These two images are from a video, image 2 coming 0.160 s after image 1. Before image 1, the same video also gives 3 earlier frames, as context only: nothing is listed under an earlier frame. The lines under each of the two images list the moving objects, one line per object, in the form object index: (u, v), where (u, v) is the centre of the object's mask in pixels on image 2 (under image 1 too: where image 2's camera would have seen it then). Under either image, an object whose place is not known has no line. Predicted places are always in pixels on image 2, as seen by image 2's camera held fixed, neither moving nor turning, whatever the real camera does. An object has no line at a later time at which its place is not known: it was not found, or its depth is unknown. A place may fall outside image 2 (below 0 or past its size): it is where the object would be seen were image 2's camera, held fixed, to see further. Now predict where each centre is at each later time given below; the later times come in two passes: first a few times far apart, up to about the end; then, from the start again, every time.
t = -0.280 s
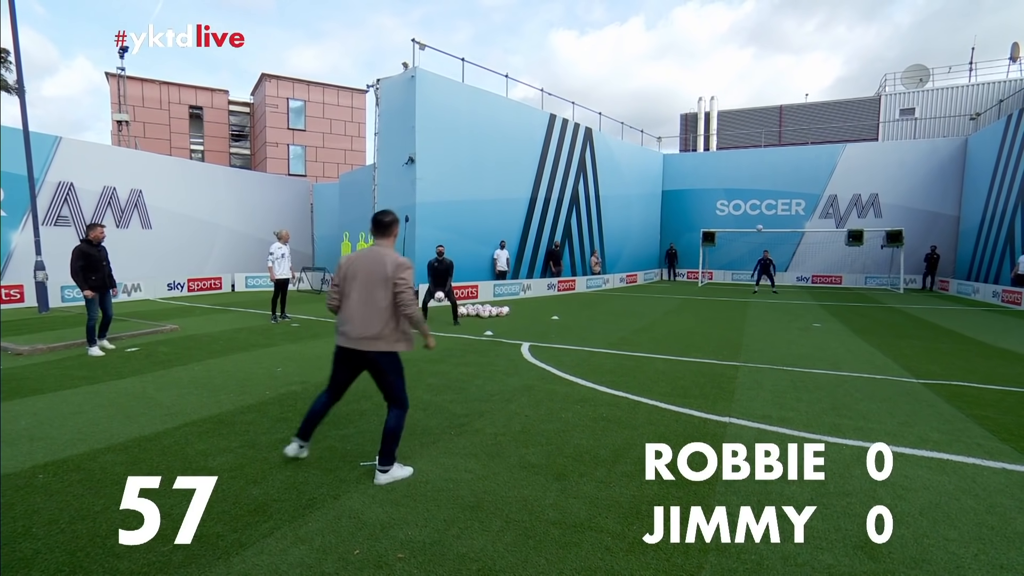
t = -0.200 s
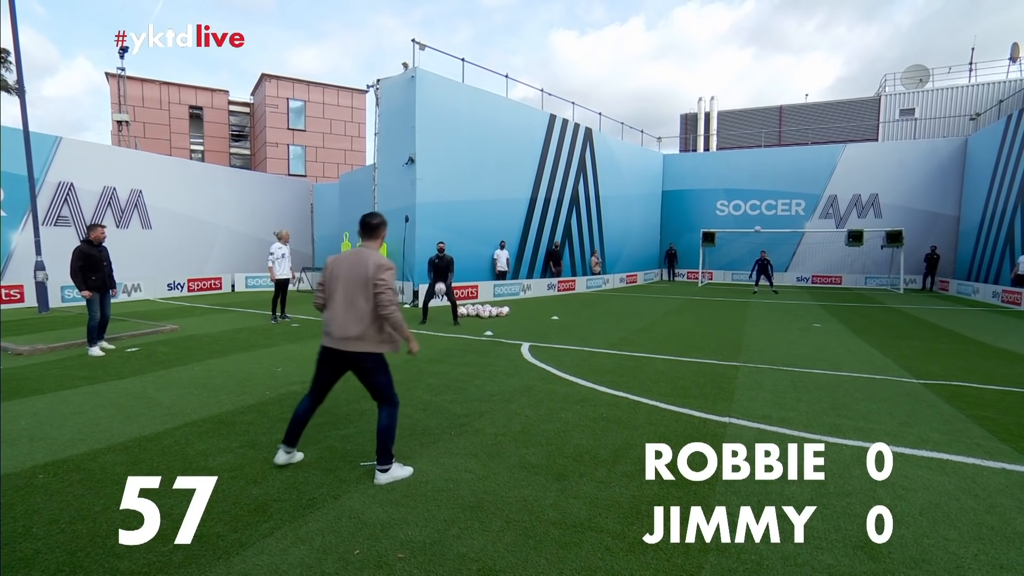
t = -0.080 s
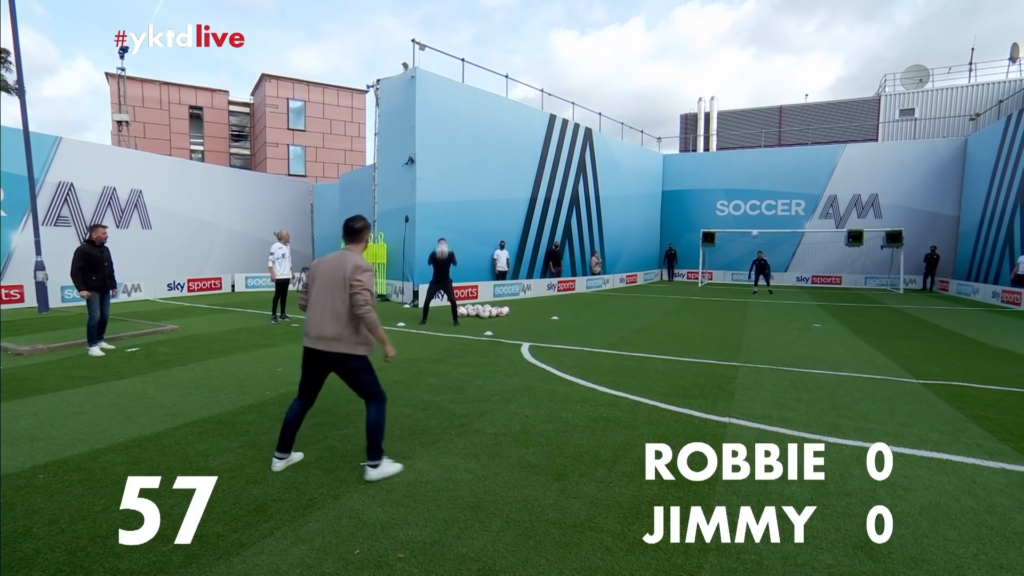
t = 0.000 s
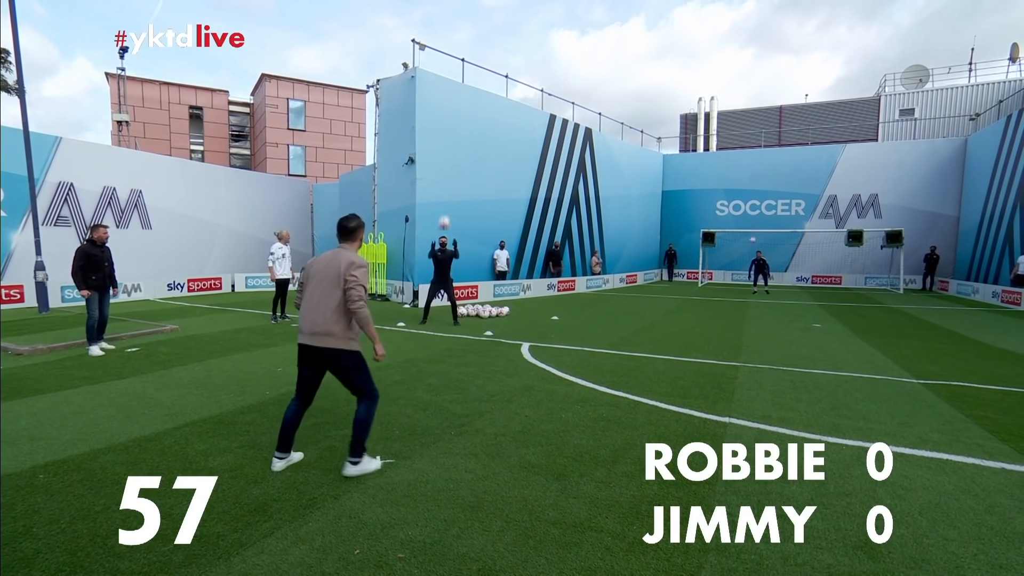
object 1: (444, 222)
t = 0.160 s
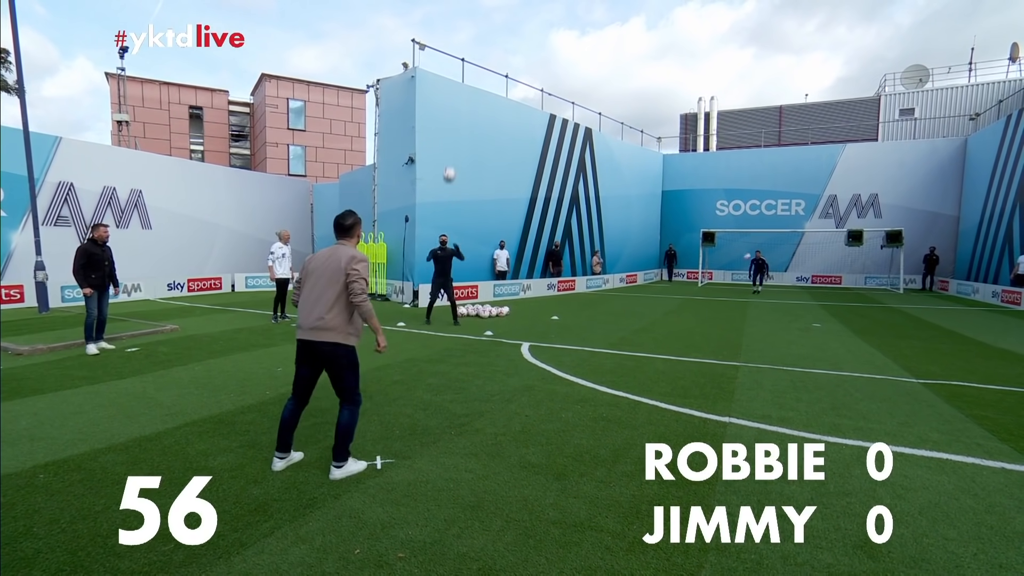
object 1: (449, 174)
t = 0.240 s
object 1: (452, 154)
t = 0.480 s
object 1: (463, 110)
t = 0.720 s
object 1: (479, 100)
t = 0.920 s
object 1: (496, 132)
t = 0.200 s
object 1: (450, 164)
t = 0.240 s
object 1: (452, 154)
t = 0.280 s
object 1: (454, 144)
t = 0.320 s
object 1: (455, 136)
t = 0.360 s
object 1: (457, 128)
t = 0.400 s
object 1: (459, 121)
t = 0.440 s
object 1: (461, 115)
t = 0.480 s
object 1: (463, 110)
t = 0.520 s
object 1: (465, 105)
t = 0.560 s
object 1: (468, 102)
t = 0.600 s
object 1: (470, 100)
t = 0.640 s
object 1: (473, 99)
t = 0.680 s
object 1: (476, 99)
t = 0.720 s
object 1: (479, 100)
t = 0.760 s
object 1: (482, 103)
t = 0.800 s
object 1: (485, 107)
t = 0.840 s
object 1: (489, 114)
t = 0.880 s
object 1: (493, 122)
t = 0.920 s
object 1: (496, 132)
